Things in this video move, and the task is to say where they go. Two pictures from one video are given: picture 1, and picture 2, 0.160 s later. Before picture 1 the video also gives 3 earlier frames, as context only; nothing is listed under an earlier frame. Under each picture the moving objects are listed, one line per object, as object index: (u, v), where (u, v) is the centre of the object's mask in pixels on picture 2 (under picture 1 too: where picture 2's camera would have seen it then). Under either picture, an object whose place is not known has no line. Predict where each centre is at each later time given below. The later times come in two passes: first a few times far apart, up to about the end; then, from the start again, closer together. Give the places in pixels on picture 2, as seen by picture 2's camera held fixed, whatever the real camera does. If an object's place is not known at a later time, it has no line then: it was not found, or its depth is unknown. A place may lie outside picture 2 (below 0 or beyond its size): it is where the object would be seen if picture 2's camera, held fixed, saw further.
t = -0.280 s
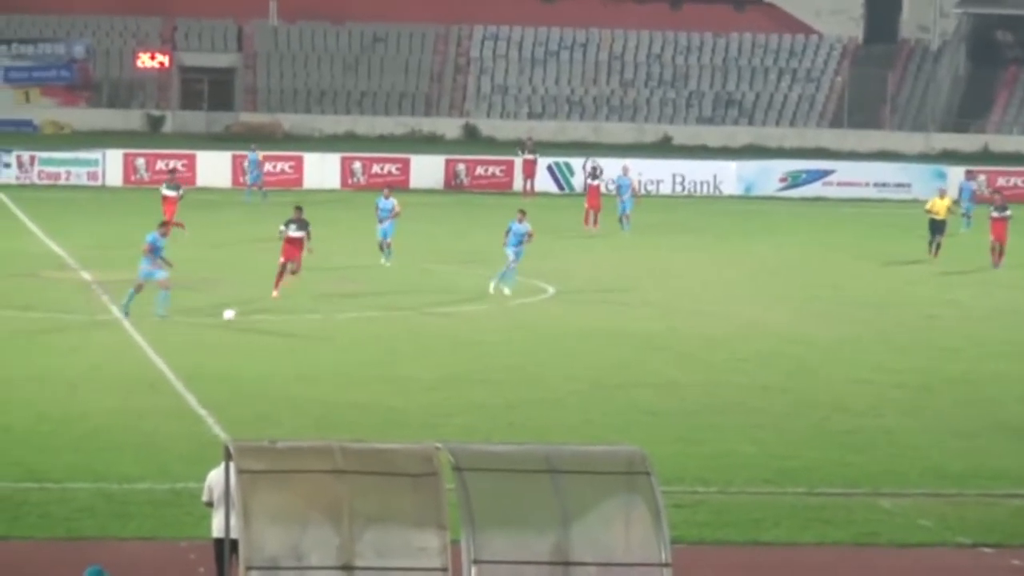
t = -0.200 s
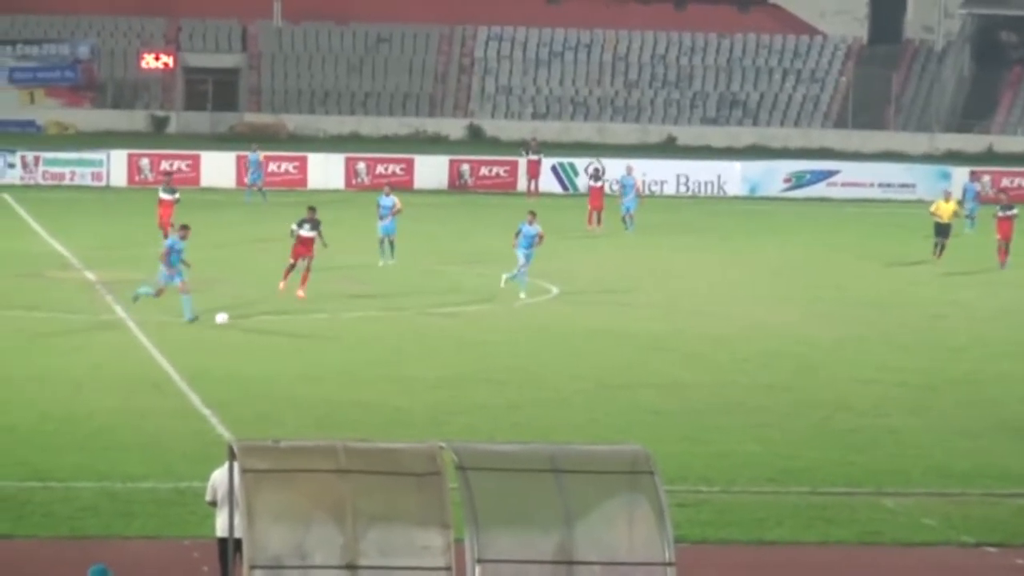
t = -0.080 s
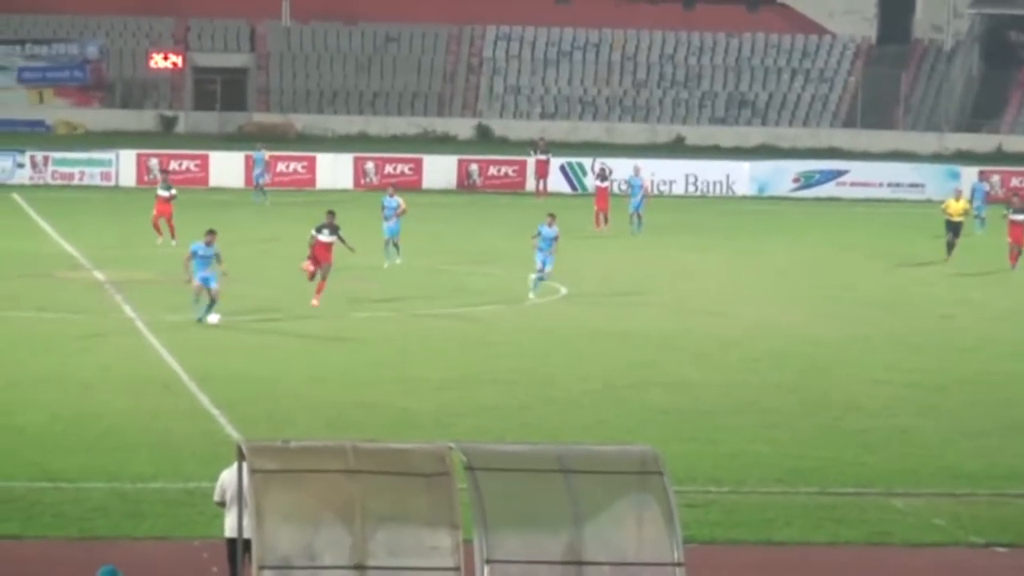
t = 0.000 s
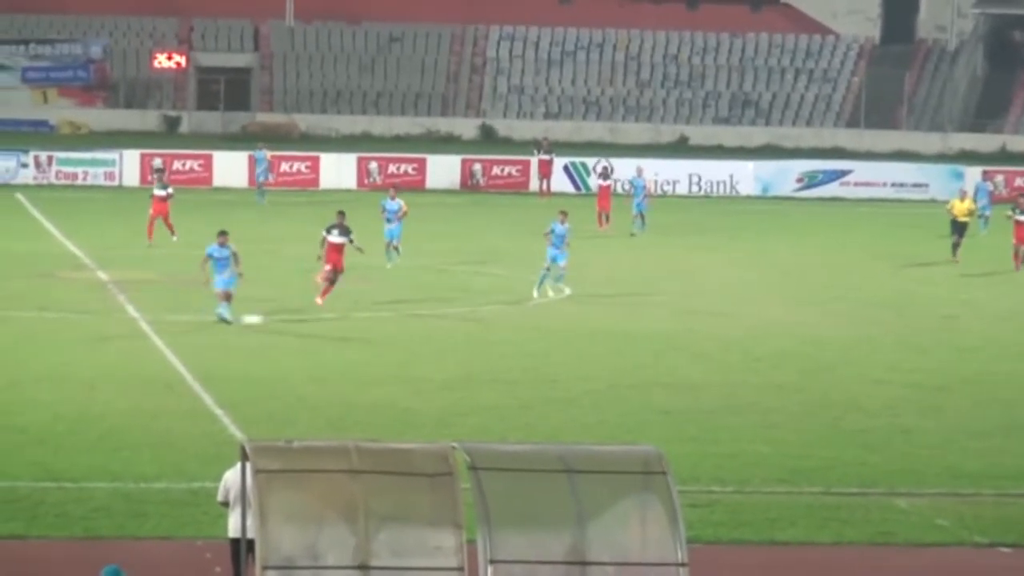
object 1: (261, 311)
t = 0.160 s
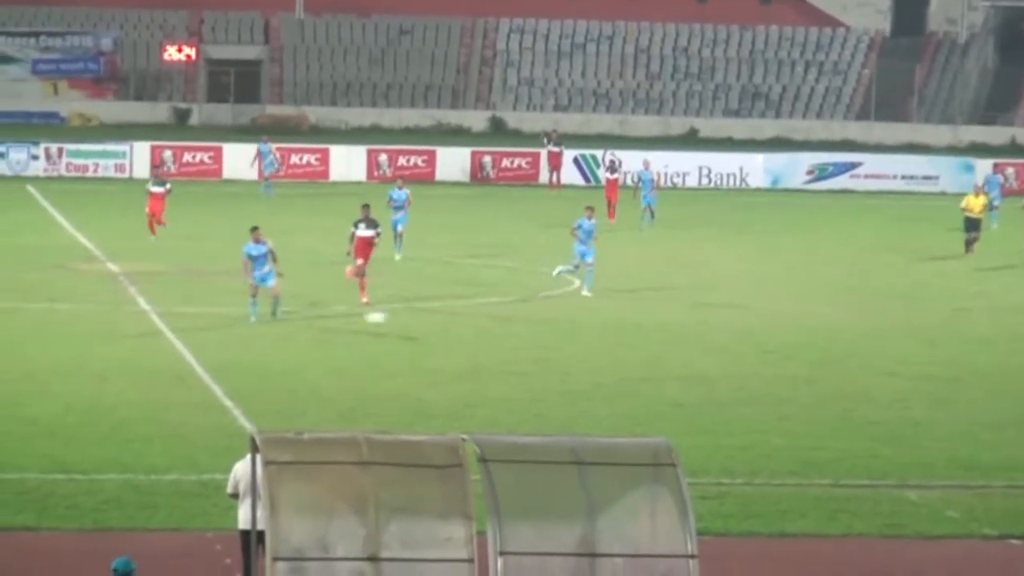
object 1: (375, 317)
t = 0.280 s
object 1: (465, 331)
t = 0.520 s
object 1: (658, 366)
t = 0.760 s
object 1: (853, 393)
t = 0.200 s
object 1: (405, 320)
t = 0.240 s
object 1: (435, 326)
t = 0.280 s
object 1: (465, 331)
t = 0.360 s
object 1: (530, 344)
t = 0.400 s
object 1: (562, 352)
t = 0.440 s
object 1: (595, 361)
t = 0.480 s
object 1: (627, 365)
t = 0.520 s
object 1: (658, 366)
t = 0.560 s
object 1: (688, 368)
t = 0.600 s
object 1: (720, 370)
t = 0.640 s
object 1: (752, 374)
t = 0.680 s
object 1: (786, 379)
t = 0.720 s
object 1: (820, 385)
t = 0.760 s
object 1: (853, 393)
